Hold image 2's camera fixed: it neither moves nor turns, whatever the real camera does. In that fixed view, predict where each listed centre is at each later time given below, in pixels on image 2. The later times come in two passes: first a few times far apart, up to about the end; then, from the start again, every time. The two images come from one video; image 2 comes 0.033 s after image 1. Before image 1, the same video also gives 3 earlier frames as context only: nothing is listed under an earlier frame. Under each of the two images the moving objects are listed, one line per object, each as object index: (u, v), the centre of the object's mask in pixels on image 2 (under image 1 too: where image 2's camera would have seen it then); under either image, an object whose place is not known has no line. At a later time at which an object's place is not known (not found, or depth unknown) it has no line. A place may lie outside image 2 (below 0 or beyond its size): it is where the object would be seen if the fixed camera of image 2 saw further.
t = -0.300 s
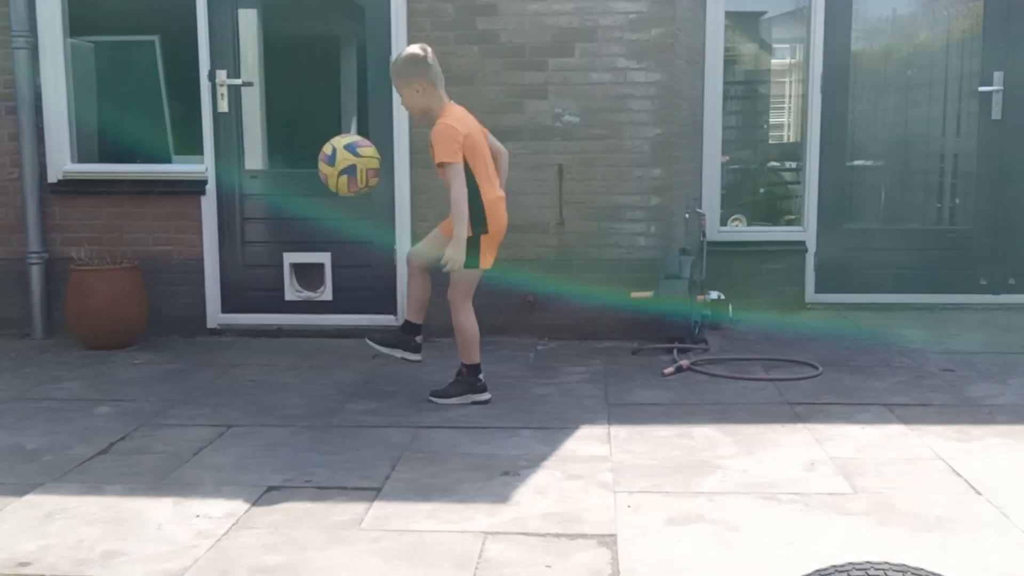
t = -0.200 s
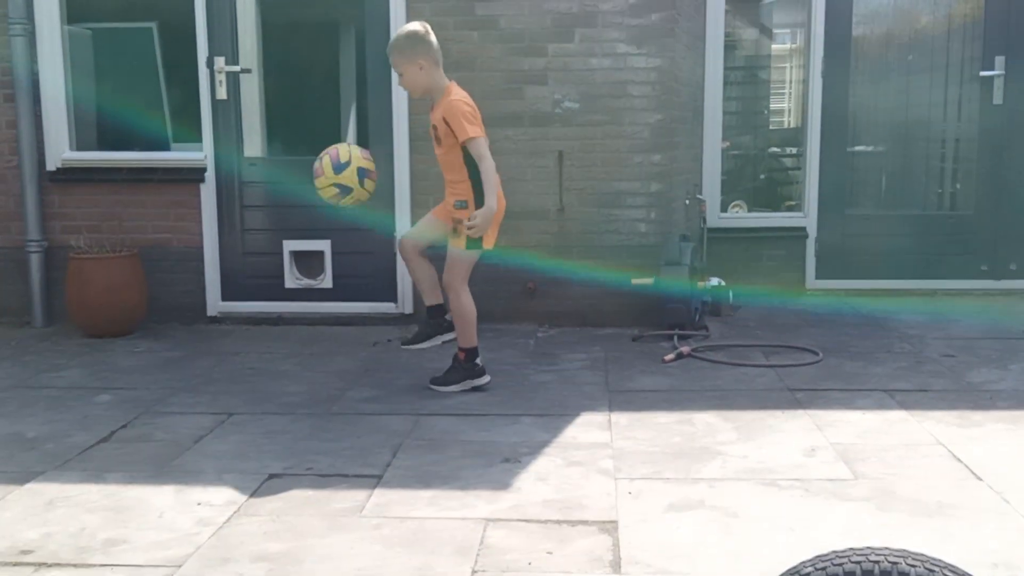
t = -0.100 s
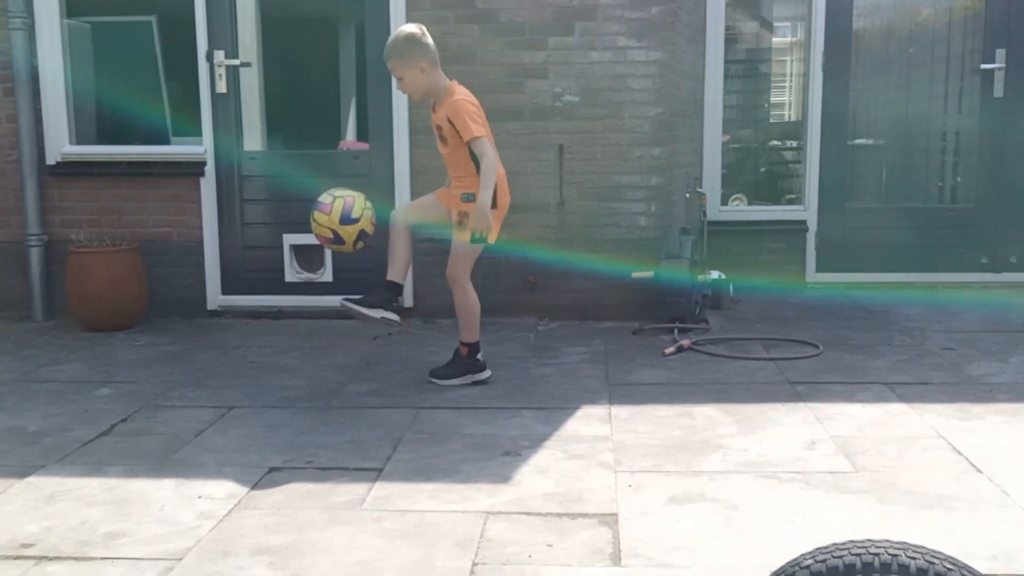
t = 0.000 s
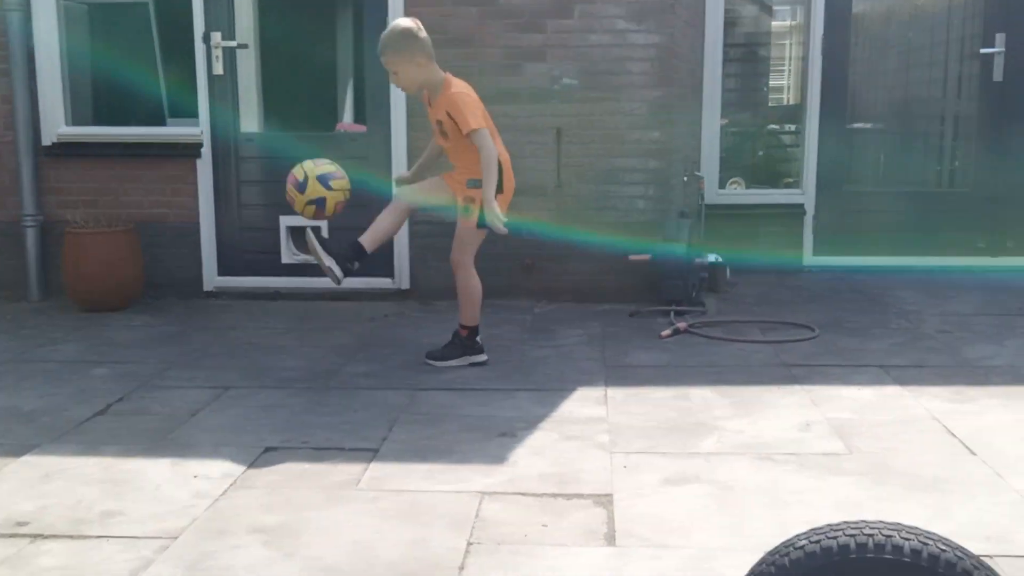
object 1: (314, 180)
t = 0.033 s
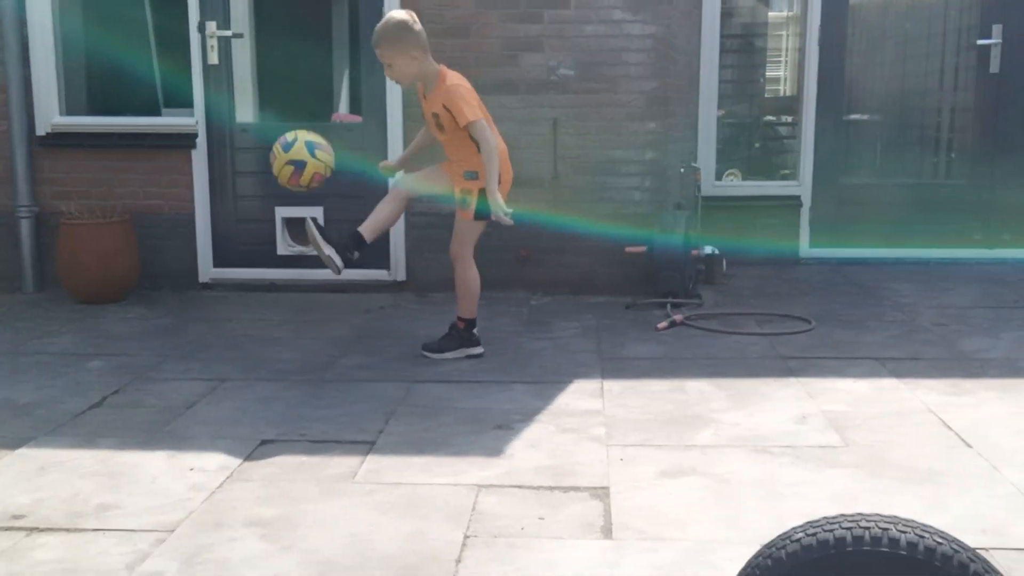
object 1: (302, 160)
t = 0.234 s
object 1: (240, 114)
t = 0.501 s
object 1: (172, 218)
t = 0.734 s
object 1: (153, 218)
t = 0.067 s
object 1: (291, 144)
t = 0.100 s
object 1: (281, 132)
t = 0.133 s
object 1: (270, 122)
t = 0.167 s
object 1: (260, 116)
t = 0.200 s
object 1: (250, 114)
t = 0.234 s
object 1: (240, 114)
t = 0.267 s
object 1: (231, 117)
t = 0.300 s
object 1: (221, 124)
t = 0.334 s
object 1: (212, 133)
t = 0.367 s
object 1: (203, 145)
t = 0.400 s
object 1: (196, 158)
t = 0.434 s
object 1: (188, 177)
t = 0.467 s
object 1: (180, 196)
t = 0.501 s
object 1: (172, 218)
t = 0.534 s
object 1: (166, 242)
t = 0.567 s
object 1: (160, 269)
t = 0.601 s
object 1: (154, 298)
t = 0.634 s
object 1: (153, 277)
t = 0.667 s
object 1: (154, 256)
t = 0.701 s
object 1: (153, 235)
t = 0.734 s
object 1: (153, 218)
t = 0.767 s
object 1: (153, 203)
